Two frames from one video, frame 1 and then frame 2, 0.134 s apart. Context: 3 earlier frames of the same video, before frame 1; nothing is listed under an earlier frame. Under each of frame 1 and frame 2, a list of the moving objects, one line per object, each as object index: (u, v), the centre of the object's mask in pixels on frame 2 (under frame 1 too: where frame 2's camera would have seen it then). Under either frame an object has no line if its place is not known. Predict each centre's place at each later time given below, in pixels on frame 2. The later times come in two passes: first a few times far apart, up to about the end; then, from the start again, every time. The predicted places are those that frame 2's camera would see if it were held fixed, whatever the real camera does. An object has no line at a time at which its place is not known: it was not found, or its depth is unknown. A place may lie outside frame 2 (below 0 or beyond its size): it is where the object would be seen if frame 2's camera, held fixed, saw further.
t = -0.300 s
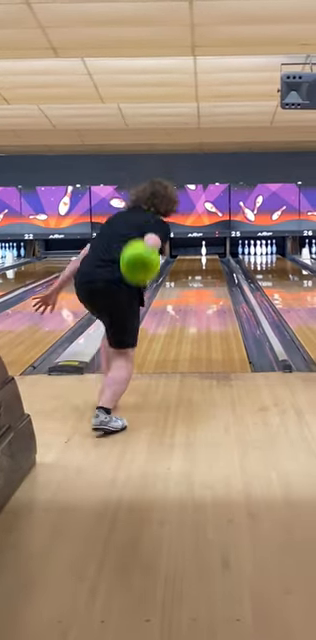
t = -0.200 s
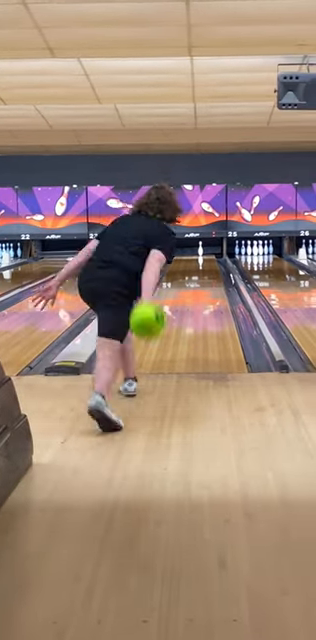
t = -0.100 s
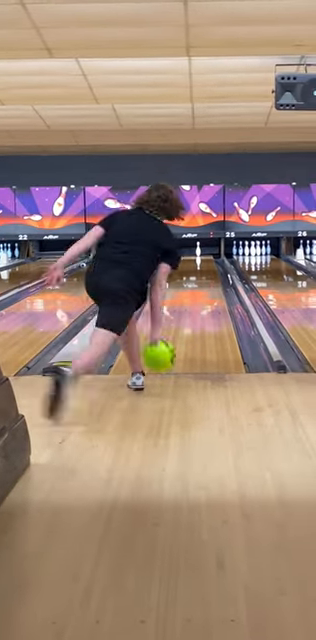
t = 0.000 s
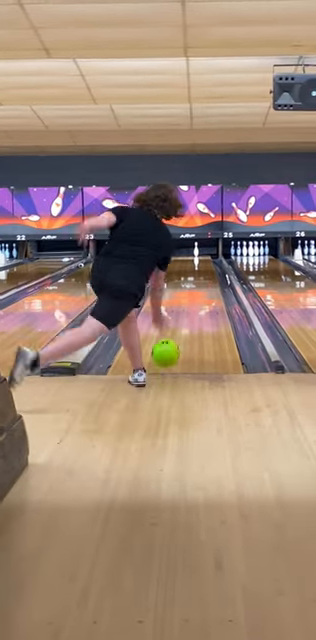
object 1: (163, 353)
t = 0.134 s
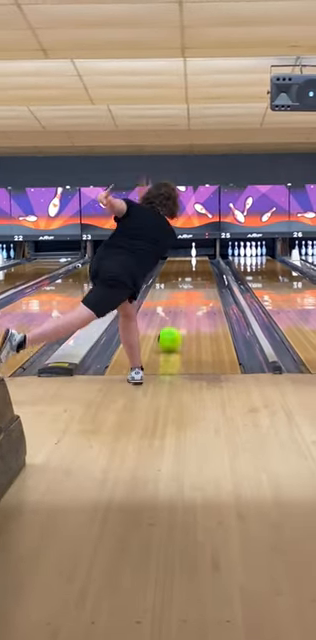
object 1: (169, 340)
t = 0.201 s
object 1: (172, 331)
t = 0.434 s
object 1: (178, 308)
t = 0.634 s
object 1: (181, 294)
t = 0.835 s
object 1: (187, 283)
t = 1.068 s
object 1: (186, 275)
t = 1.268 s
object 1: (187, 269)
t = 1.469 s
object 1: (188, 265)
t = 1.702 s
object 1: (189, 260)
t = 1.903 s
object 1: (189, 256)
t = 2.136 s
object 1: (188, 253)
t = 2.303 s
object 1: (185, 254)
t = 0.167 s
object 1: (171, 335)
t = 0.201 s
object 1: (172, 331)
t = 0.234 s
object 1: (173, 327)
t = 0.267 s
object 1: (173, 324)
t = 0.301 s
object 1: (175, 320)
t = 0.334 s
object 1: (175, 317)
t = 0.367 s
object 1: (176, 314)
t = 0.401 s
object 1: (177, 311)
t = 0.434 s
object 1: (178, 308)
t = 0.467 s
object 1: (178, 305)
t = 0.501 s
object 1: (179, 303)
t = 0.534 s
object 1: (180, 301)
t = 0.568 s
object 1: (180, 299)
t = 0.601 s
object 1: (181, 297)
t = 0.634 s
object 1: (181, 294)
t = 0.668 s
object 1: (182, 292)
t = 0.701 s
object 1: (183, 291)
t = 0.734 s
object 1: (184, 289)
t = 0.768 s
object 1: (186, 287)
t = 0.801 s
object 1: (187, 284)
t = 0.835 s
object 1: (187, 283)
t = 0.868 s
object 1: (184, 283)
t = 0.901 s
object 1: (184, 282)
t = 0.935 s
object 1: (185, 280)
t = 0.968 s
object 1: (185, 279)
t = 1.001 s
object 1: (186, 277)
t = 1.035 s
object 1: (186, 276)
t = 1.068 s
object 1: (186, 275)
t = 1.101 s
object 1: (186, 274)
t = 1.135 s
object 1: (187, 273)
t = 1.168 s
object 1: (187, 272)
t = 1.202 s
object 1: (187, 271)
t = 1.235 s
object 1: (187, 270)
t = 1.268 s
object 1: (187, 269)
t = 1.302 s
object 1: (187, 268)
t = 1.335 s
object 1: (188, 267)
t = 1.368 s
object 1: (188, 266)
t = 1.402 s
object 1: (188, 266)
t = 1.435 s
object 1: (188, 266)
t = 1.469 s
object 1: (188, 265)
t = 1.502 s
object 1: (187, 264)
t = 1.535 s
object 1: (188, 264)
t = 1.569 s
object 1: (188, 263)
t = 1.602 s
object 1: (188, 262)
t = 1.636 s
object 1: (189, 261)
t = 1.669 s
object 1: (189, 260)
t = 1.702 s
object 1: (189, 260)
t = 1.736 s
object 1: (189, 259)
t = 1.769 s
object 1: (189, 258)
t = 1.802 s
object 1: (189, 258)
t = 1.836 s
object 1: (189, 257)
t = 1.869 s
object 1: (189, 256)
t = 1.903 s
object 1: (189, 256)
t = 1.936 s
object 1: (189, 256)
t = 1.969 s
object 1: (189, 255)
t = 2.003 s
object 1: (189, 254)
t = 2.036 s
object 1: (189, 254)
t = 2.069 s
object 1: (190, 253)
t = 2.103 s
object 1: (189, 253)
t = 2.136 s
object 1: (188, 253)
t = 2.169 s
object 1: (188, 253)
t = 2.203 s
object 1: (187, 253)
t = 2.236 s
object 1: (187, 253)
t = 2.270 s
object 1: (186, 254)
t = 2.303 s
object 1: (185, 254)
